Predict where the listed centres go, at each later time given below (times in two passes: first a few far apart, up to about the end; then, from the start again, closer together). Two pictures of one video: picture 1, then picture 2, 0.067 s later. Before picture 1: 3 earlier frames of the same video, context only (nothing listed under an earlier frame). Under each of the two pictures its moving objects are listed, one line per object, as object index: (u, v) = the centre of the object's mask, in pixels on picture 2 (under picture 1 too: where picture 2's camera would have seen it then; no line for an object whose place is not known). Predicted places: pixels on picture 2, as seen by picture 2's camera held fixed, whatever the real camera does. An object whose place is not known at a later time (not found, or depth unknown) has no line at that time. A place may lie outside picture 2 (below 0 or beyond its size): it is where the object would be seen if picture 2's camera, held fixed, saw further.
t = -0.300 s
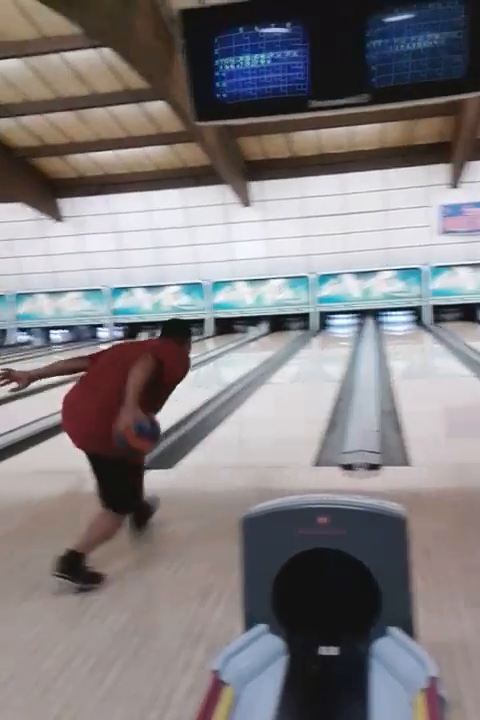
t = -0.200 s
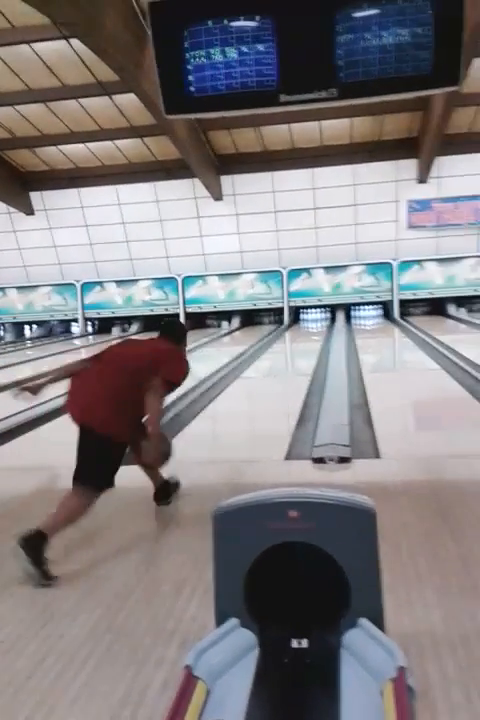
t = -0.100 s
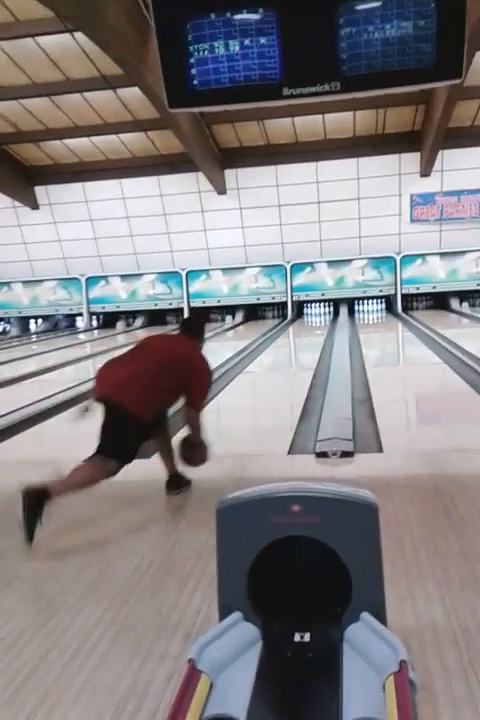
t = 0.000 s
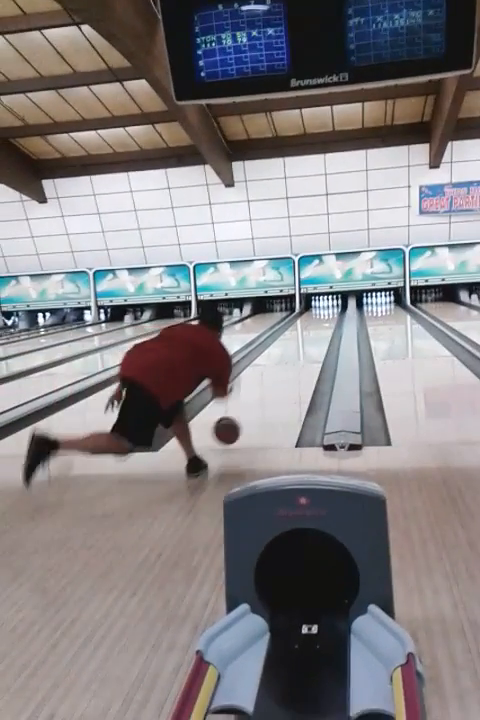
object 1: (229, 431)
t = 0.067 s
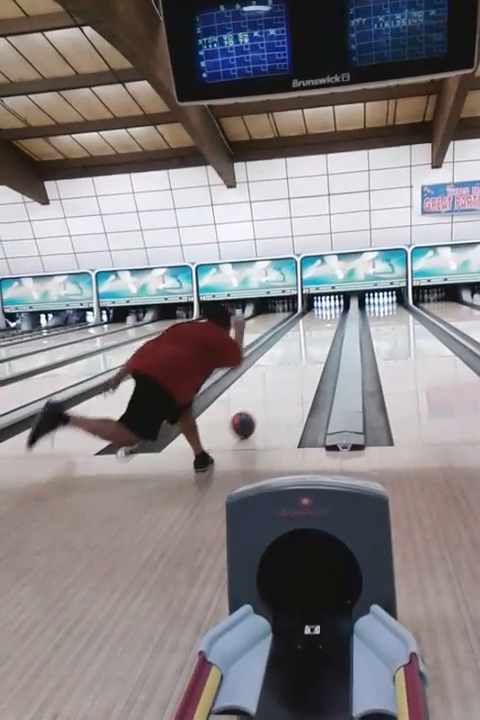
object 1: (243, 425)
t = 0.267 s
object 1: (272, 393)
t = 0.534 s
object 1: (296, 365)
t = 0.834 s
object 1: (312, 346)
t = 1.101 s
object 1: (322, 334)
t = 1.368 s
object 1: (328, 326)
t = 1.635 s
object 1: (332, 320)
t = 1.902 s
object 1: (334, 315)
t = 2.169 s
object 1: (334, 311)
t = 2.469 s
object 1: (333, 308)
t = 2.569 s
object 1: (332, 307)
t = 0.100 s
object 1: (249, 418)
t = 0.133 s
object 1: (254, 413)
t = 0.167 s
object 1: (259, 407)
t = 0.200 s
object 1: (264, 402)
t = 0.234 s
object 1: (268, 397)
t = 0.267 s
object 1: (272, 393)
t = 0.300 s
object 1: (276, 388)
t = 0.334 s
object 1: (279, 384)
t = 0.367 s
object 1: (282, 381)
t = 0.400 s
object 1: (286, 377)
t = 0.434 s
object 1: (289, 374)
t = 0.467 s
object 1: (291, 371)
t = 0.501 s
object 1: (294, 368)
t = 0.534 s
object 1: (296, 365)
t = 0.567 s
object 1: (298, 362)
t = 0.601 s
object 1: (300, 360)
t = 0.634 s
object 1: (302, 358)
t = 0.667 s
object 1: (304, 356)
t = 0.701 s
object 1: (306, 353)
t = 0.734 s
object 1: (307, 352)
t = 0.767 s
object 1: (310, 349)
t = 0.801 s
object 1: (311, 348)
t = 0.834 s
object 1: (312, 346)
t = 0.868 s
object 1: (314, 344)
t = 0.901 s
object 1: (315, 343)
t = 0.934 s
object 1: (317, 341)
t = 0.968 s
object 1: (318, 340)
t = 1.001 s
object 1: (318, 338)
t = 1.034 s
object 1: (320, 337)
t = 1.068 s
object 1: (321, 336)
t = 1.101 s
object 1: (322, 334)
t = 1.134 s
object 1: (323, 333)
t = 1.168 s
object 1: (324, 332)
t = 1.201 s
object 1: (325, 331)
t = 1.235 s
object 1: (328, 329)
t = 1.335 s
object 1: (327, 327)
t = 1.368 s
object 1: (328, 326)
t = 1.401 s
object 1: (329, 325)
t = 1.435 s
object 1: (329, 324)
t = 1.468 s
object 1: (330, 323)
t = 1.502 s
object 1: (331, 323)
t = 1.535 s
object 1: (331, 322)
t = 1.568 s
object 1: (331, 322)
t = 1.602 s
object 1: (331, 321)
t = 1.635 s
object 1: (332, 320)
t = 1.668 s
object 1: (332, 319)
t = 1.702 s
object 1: (333, 318)
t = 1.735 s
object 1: (333, 317)
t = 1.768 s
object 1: (333, 316)
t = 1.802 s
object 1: (334, 316)
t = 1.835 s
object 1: (334, 315)
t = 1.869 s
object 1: (334, 315)
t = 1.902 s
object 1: (334, 315)
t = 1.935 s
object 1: (334, 314)
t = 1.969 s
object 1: (335, 314)
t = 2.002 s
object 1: (334, 313)
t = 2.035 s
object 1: (335, 313)
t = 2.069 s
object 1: (334, 312)
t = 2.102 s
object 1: (335, 312)
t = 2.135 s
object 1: (334, 311)
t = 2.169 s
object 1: (334, 311)
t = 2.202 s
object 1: (334, 310)
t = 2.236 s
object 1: (334, 310)
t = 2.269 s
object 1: (334, 309)
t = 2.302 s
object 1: (334, 309)
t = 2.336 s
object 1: (333, 309)
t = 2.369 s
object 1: (333, 308)
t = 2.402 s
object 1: (333, 308)
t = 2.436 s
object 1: (333, 308)
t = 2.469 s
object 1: (333, 308)
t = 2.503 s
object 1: (333, 308)
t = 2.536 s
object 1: (332, 307)
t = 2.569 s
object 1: (332, 307)
